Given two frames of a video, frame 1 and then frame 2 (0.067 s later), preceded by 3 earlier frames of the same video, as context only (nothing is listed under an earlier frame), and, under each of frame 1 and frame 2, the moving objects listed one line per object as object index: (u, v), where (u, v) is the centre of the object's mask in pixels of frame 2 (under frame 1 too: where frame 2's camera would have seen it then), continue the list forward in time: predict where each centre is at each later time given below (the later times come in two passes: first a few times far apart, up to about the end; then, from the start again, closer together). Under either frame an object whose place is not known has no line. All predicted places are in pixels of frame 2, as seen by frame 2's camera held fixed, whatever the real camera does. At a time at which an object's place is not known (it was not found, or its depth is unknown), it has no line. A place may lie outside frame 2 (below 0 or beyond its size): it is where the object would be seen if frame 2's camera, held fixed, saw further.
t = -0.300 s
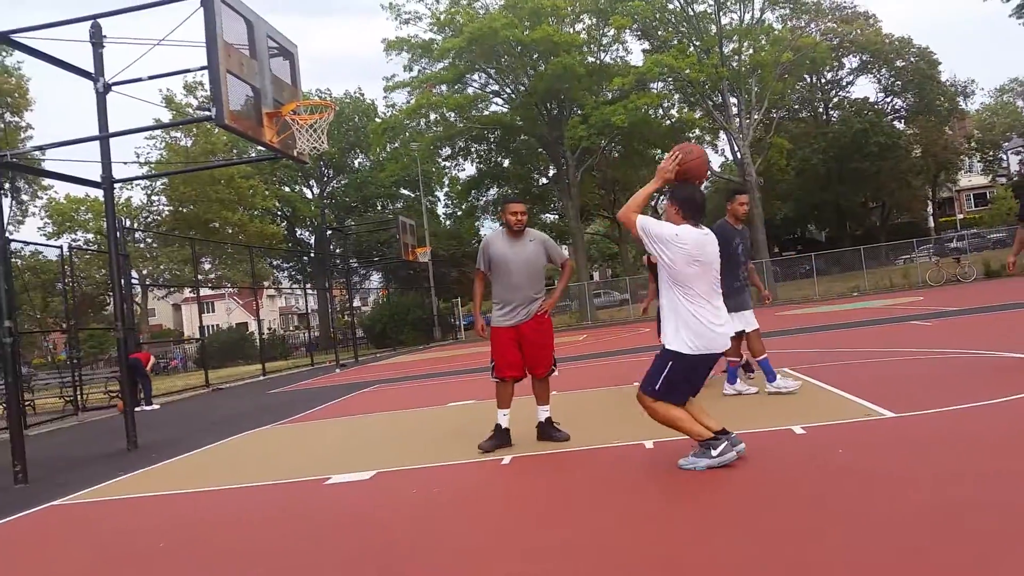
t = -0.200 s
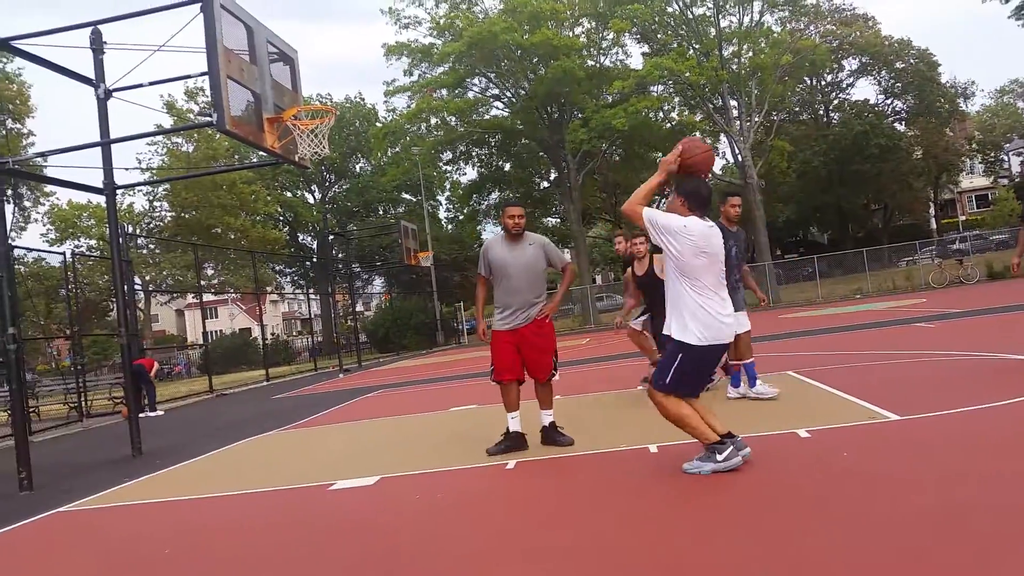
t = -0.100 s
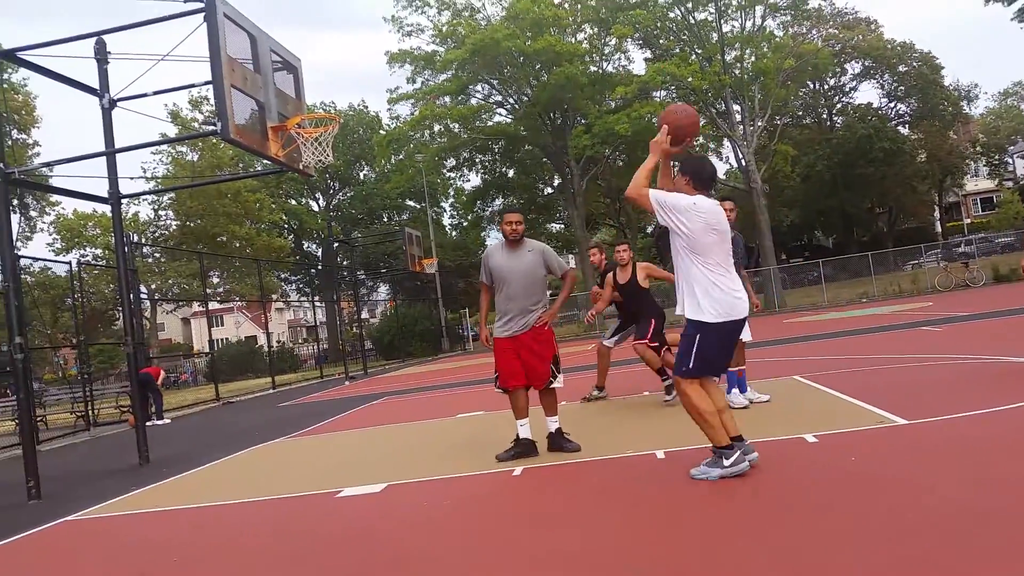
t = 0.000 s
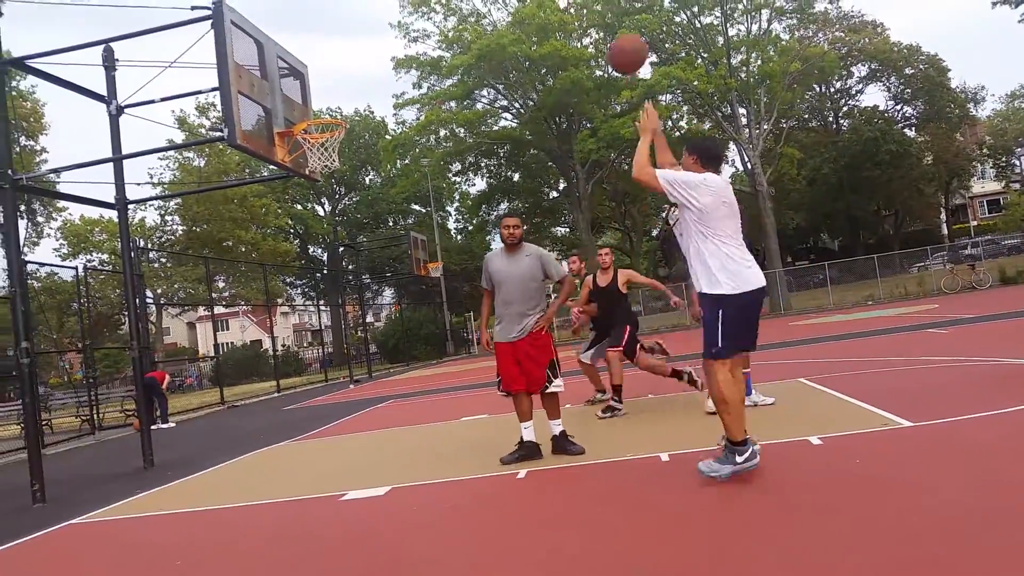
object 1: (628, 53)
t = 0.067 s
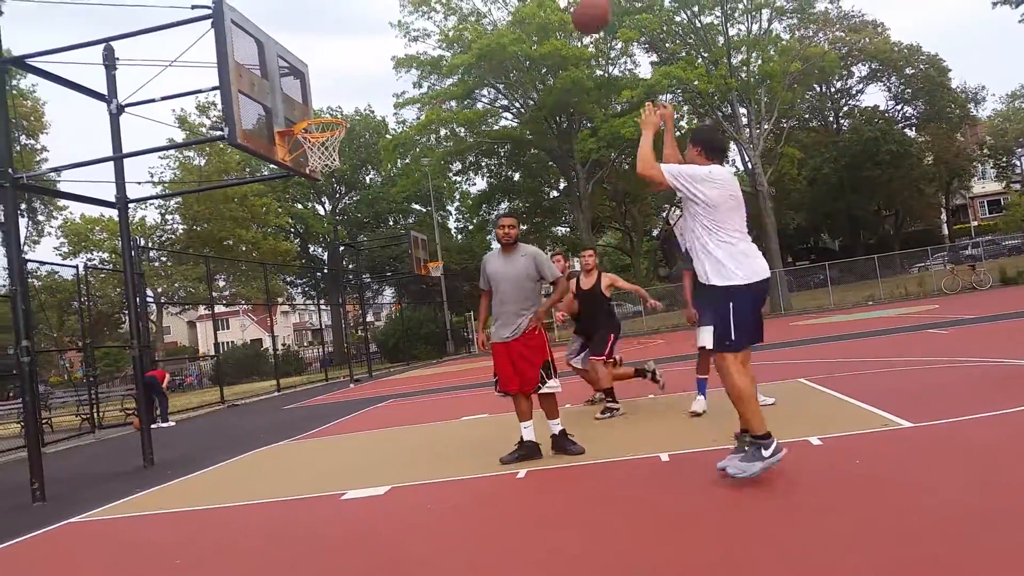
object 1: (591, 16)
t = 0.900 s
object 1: (323, 78)
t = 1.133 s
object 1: (328, 109)
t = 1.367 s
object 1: (385, 106)
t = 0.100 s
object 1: (575, 7)
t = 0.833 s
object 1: (336, 47)
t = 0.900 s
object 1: (323, 78)
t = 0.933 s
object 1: (317, 96)
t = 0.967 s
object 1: (311, 111)
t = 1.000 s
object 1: (310, 113)
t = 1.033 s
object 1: (311, 115)
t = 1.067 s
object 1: (311, 115)
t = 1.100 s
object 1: (320, 112)
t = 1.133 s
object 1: (328, 109)
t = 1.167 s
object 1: (335, 106)
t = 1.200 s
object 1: (342, 104)
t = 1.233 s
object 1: (350, 102)
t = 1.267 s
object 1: (359, 101)
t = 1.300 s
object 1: (368, 102)
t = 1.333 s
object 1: (376, 103)
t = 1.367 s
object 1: (385, 106)
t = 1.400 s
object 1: (394, 109)
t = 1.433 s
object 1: (402, 114)
